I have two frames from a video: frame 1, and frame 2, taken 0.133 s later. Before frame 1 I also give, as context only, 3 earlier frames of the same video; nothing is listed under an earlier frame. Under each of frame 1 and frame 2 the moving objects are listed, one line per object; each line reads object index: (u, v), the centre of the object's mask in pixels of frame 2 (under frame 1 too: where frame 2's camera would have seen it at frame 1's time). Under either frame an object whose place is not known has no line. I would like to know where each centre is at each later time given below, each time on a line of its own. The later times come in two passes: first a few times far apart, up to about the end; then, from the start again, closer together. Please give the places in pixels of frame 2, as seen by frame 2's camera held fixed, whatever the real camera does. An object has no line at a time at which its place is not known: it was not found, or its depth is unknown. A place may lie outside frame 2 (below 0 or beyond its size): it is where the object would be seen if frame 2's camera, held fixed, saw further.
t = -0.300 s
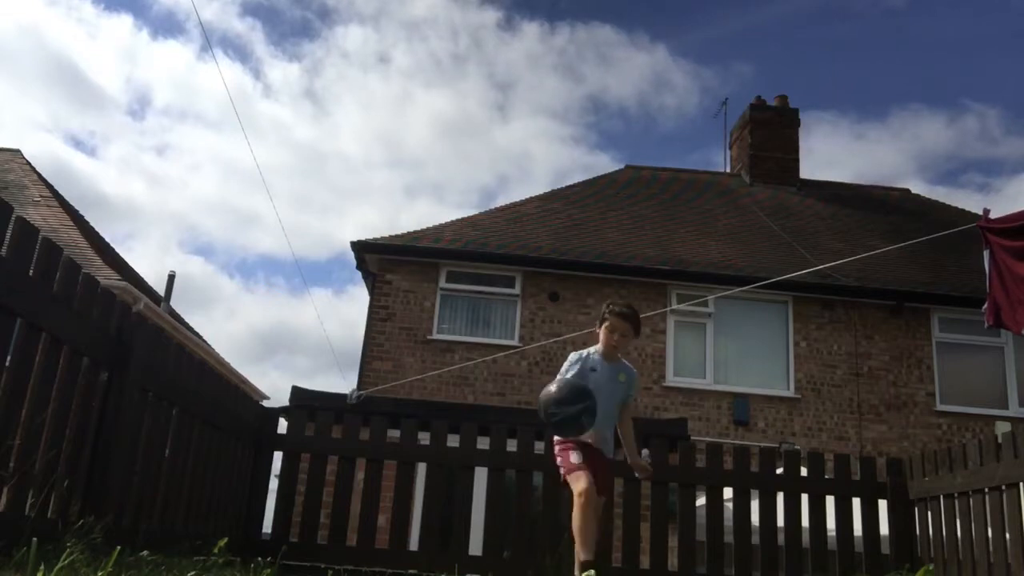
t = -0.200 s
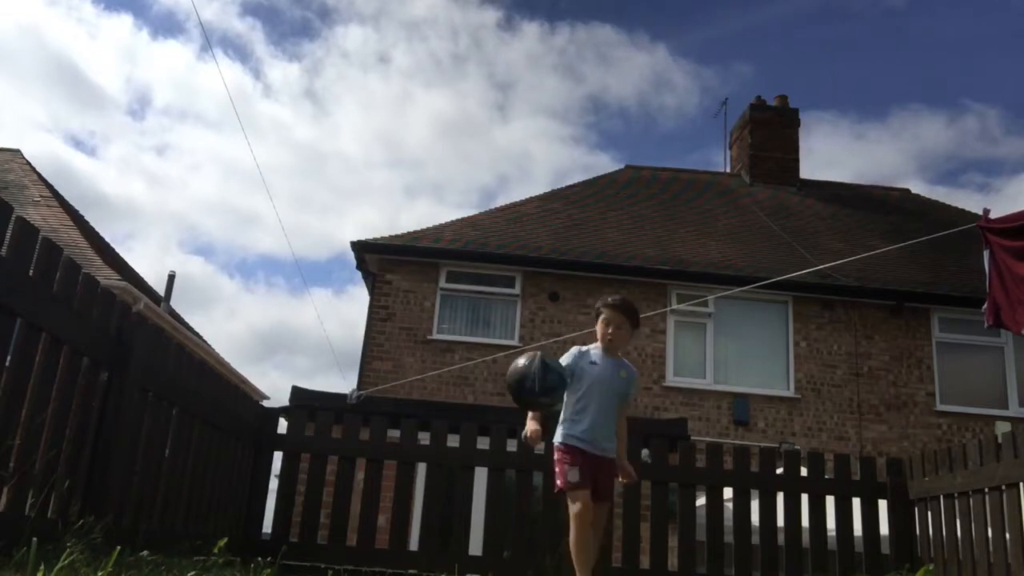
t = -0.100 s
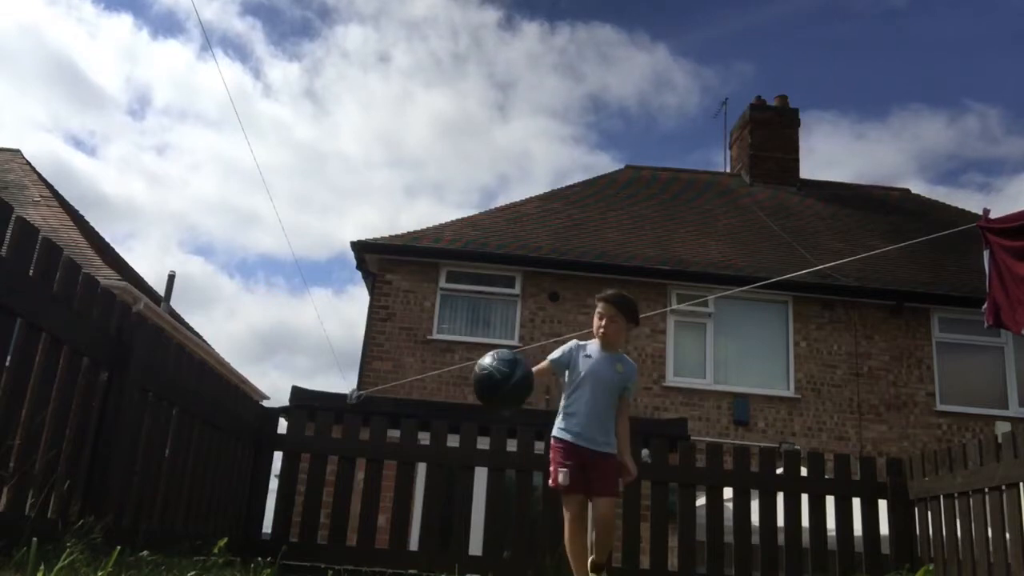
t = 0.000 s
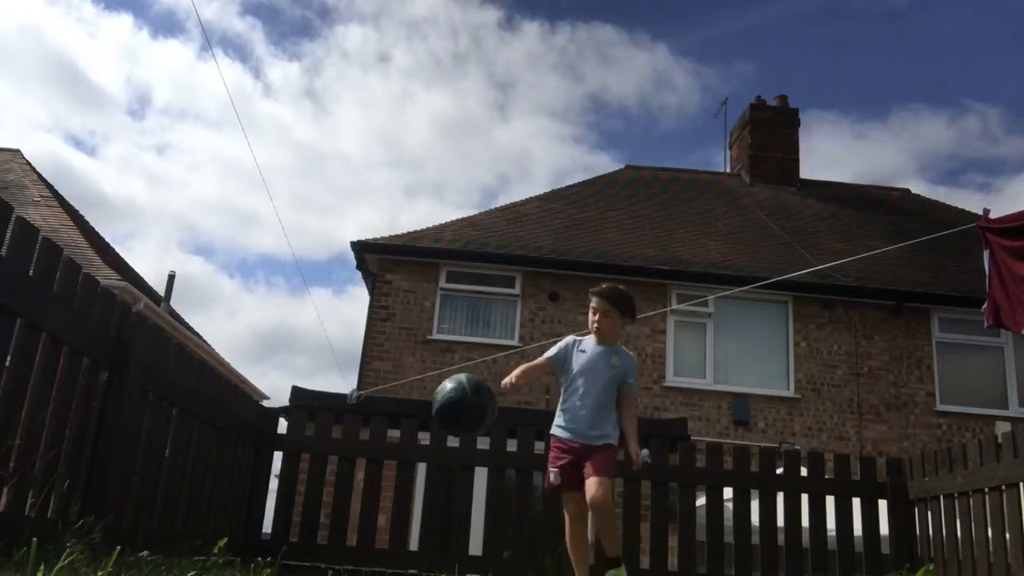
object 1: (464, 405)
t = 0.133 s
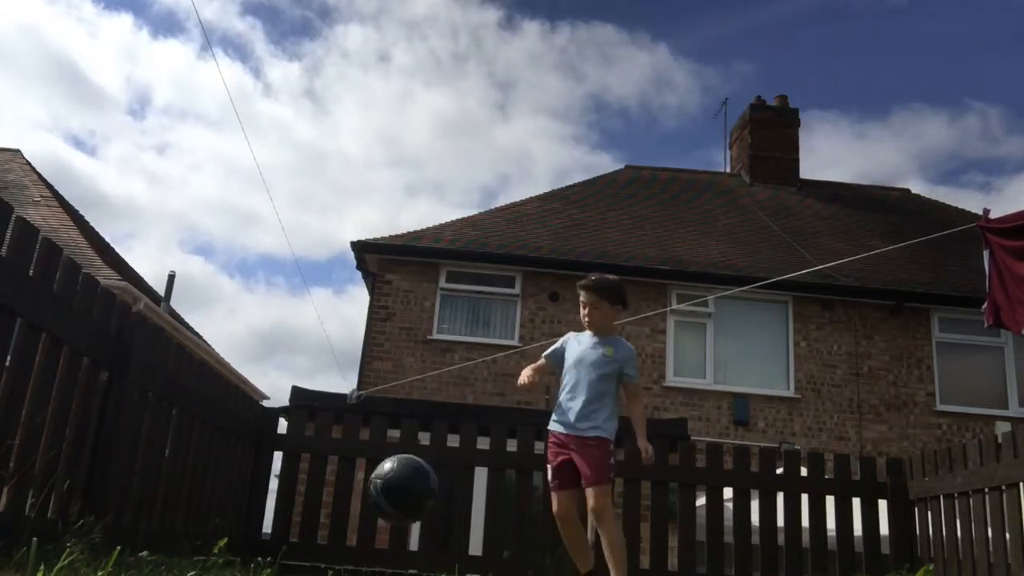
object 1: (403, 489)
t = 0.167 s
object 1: (385, 521)
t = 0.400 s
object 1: (277, 467)
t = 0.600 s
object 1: (176, 473)
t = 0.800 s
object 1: (194, 549)
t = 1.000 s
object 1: (251, 534)
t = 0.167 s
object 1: (385, 521)
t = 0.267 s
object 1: (335, 532)
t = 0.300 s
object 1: (322, 511)
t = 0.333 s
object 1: (307, 492)
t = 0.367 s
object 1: (293, 478)
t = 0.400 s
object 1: (277, 467)
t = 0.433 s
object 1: (262, 458)
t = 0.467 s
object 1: (247, 454)
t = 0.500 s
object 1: (229, 454)
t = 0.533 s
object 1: (213, 457)
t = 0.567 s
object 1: (194, 463)
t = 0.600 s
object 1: (176, 473)
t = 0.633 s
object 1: (157, 487)
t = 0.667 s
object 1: (150, 499)
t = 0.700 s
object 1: (163, 506)
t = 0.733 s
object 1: (174, 519)
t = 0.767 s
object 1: (182, 535)
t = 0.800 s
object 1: (194, 549)
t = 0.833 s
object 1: (203, 550)
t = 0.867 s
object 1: (215, 544)
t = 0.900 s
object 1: (224, 537)
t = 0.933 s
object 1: (234, 532)
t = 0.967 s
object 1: (243, 531)
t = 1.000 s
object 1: (251, 534)
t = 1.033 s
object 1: (257, 540)
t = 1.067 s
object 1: (265, 545)
